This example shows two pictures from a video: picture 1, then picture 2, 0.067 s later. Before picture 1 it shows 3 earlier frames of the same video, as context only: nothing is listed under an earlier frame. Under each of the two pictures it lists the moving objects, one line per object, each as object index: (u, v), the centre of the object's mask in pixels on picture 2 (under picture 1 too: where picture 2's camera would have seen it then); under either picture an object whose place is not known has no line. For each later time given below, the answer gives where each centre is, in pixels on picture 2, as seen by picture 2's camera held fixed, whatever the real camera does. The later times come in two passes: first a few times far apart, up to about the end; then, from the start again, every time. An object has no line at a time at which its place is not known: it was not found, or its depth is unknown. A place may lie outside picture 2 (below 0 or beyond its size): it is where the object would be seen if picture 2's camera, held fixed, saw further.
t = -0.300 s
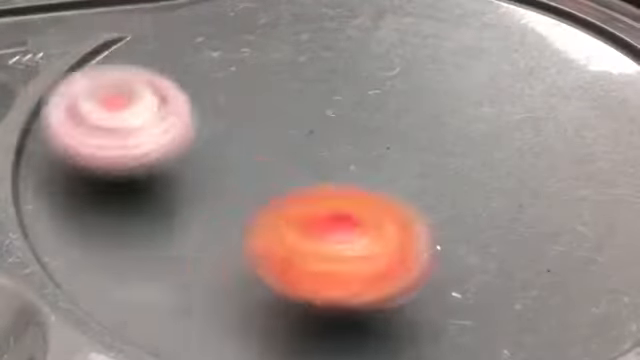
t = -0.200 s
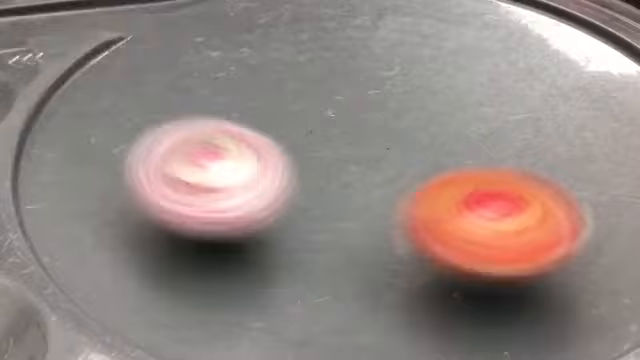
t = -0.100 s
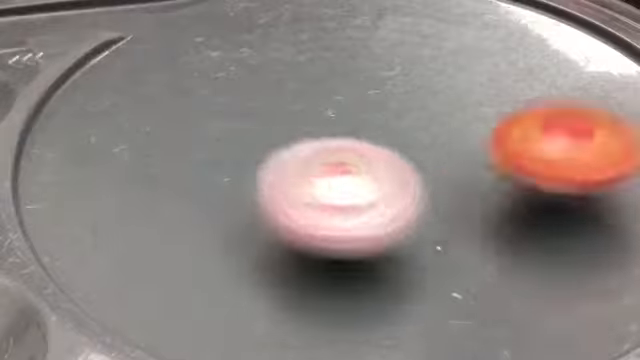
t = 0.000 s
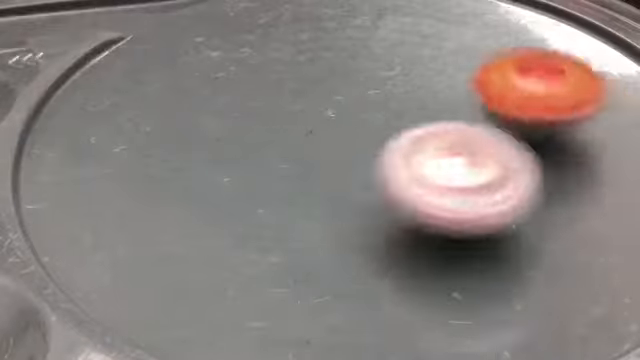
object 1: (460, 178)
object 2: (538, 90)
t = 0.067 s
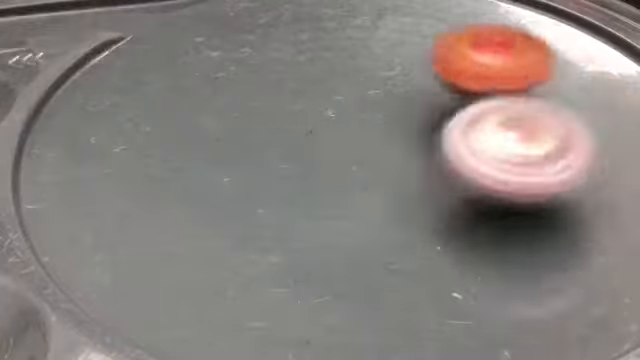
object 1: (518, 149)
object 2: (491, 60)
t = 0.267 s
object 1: (565, 48)
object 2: (307, 41)
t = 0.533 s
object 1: (407, 12)
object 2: (161, 150)
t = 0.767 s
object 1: (271, 62)
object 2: (422, 215)
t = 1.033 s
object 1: (308, 203)
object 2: (494, 77)
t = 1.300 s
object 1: (554, 224)
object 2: (305, 29)
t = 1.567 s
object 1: (545, 111)
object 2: (201, 142)
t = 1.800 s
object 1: (366, 78)
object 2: (436, 204)
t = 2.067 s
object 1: (181, 111)
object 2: (532, 86)
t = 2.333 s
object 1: (180, 216)
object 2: (342, 37)
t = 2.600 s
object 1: (394, 187)
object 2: (195, 126)
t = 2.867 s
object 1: (409, 80)
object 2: (389, 230)
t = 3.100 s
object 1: (321, 27)
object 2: (519, 131)
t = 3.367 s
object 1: (213, 55)
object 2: (383, 43)
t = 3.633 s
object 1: (201, 200)
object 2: (275, 33)
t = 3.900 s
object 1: (455, 261)
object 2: (287, 70)
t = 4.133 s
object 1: (566, 173)
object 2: (417, 116)
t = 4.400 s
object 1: (592, 113)
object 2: (401, 63)
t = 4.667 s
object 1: (455, 86)
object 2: (312, 52)
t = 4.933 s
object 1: (335, 133)
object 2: (148, 79)
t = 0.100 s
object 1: (537, 133)
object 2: (461, 55)
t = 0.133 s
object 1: (554, 116)
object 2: (430, 48)
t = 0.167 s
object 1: (565, 98)
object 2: (398, 42)
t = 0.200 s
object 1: (571, 80)
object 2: (369, 41)
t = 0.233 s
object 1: (571, 63)
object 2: (337, 40)
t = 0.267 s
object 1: (565, 48)
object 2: (307, 41)
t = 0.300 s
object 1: (555, 35)
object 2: (280, 45)
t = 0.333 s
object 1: (542, 27)
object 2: (253, 52)
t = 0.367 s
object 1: (525, 22)
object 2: (227, 61)
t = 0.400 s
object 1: (506, 18)
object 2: (202, 72)
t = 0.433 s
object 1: (483, 15)
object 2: (182, 88)
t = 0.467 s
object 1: (460, 13)
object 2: (167, 107)
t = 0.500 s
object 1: (432, 12)
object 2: (159, 127)
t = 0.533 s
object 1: (407, 12)
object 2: (161, 150)
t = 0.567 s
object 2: (175, 173)
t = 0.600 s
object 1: (358, 17)
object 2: (200, 196)
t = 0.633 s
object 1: (336, 21)
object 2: (236, 213)
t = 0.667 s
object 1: (316, 27)
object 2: (283, 226)
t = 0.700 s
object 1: (298, 35)
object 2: (335, 228)
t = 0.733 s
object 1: (283, 48)
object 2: (385, 224)
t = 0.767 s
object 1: (271, 62)
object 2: (422, 215)
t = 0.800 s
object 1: (262, 80)
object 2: (460, 200)
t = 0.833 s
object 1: (257, 97)
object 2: (486, 182)
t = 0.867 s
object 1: (256, 114)
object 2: (502, 163)
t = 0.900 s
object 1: (258, 131)
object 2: (512, 145)
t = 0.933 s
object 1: (264, 150)
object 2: (517, 126)
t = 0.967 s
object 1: (275, 168)
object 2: (514, 108)
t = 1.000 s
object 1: (289, 186)
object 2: (504, 90)
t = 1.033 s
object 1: (308, 203)
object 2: (494, 77)
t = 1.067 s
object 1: (332, 218)
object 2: (477, 61)
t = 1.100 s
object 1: (361, 230)
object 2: (458, 50)
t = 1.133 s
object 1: (394, 240)
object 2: (437, 41)
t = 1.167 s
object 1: (429, 244)
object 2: (412, 33)
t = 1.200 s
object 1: (464, 245)
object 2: (388, 30)
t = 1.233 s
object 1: (498, 241)
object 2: (360, 28)
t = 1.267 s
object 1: (529, 234)
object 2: (332, 28)
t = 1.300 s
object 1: (554, 224)
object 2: (305, 29)
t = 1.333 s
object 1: (568, 211)
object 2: (278, 32)
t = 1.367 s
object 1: (578, 196)
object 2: (253, 38)
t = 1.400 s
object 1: (583, 181)
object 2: (230, 46)
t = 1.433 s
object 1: (584, 165)
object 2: (211, 61)
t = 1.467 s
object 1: (582, 149)
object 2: (198, 78)
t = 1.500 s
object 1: (577, 136)
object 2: (189, 97)
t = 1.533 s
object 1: (565, 122)
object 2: (189, 120)
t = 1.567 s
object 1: (545, 111)
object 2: (201, 142)
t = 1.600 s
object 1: (523, 101)
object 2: (220, 162)
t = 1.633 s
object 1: (498, 93)
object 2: (247, 182)
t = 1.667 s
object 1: (472, 87)
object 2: (281, 196)
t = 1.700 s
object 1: (445, 82)
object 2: (318, 204)
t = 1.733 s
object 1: (418, 79)
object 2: (358, 210)
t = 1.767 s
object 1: (391, 78)
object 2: (402, 208)
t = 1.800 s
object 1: (366, 78)
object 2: (436, 204)
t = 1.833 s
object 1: (341, 79)
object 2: (470, 196)
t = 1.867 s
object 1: (316, 80)
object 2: (498, 181)
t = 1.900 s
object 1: (292, 82)
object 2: (518, 168)
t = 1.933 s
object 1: (268, 86)
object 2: (534, 153)
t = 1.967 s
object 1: (244, 90)
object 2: (542, 135)
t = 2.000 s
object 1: (222, 95)
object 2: (546, 118)
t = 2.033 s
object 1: (201, 102)
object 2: (541, 101)
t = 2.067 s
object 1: (181, 111)
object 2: (532, 86)
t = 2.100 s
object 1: (164, 120)
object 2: (517, 70)
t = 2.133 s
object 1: (151, 133)
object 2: (497, 59)
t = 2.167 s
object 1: (142, 146)
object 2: (476, 48)
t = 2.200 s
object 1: (136, 160)
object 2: (450, 40)
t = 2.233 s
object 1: (138, 175)
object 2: (425, 37)
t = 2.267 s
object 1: (146, 190)
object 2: (396, 35)
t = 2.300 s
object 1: (159, 204)
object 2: (371, 35)
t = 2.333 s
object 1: (180, 216)
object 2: (342, 37)
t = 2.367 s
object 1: (207, 225)
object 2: (315, 41)
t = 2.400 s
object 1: (237, 230)
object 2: (290, 47)
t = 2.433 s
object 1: (268, 231)
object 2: (266, 57)
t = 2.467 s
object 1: (299, 229)
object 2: (244, 65)
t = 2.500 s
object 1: (329, 222)
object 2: (226, 78)
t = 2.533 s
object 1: (355, 213)
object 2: (211, 92)
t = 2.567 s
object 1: (377, 201)
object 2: (199, 109)
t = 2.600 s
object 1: (394, 187)
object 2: (195, 126)
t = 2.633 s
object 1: (406, 173)
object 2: (193, 146)
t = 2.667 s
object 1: (414, 159)
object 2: (202, 166)
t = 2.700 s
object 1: (419, 145)
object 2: (218, 185)
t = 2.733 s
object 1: (422, 130)
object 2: (242, 202)
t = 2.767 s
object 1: (422, 117)
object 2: (272, 216)
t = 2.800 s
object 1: (419, 104)
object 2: (310, 226)
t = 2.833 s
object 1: (414, 91)
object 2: (349, 230)
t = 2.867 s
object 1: (409, 80)
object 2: (389, 230)
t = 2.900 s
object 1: (401, 68)
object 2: (426, 223)
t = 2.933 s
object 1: (391, 57)
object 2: (459, 214)
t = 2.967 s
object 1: (379, 48)
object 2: (485, 199)
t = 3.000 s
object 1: (366, 39)
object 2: (503, 181)
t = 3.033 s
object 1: (351, 33)
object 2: (515, 165)
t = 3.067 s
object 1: (336, 30)
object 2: (522, 146)
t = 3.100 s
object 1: (321, 27)
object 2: (519, 131)
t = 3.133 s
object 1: (304, 26)
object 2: (514, 114)
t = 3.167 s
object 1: (288, 26)
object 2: (502, 99)
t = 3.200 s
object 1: (271, 27)
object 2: (488, 84)
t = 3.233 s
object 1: (255, 29)
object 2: (472, 73)
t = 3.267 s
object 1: (241, 32)
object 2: (451, 61)
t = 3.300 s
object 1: (229, 37)
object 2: (431, 54)
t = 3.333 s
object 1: (219, 45)
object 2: (406, 47)
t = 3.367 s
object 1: (213, 55)
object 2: (383, 43)
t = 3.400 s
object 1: (210, 66)
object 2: (359, 40)
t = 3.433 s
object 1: (212, 80)
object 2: (333, 39)
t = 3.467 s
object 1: (219, 93)
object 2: (308, 39)
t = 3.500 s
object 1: (215, 110)
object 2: (292, 35)
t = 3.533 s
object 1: (196, 135)
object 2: (291, 34)
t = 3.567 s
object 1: (185, 158)
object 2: (286, 33)
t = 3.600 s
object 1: (188, 180)
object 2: (280, 33)
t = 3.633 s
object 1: (201, 200)
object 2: (275, 33)
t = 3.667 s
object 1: (223, 218)
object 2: (271, 35)
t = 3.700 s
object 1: (250, 233)
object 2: (268, 36)
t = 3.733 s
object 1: (282, 247)
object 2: (267, 39)
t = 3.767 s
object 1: (316, 258)
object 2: (267, 44)
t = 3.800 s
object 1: (352, 264)
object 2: (269, 49)
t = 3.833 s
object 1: (388, 266)
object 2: (272, 56)
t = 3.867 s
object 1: (422, 266)
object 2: (279, 62)
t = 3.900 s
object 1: (455, 261)
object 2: (287, 70)
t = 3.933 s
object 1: (485, 255)
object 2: (297, 78)
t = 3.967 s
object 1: (510, 245)
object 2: (313, 86)
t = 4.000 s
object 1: (531, 233)
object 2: (329, 93)
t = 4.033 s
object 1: (548, 220)
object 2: (349, 100)
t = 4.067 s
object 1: (559, 205)
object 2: (370, 105)
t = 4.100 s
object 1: (565, 189)
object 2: (391, 111)
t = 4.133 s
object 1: (566, 173)
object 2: (417, 116)
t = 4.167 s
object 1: (569, 161)
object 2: (435, 116)
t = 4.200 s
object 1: (585, 159)
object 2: (432, 103)
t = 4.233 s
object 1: (596, 156)
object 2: (429, 95)
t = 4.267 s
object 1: (601, 149)
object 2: (426, 88)
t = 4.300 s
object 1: (601, 141)
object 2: (421, 81)
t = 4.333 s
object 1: (600, 132)
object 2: (415, 73)
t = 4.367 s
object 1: (597, 125)
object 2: (409, 67)
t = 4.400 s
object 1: (592, 113)
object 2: (401, 63)
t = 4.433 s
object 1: (585, 105)
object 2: (392, 60)
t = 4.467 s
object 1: (573, 97)
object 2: (384, 57)
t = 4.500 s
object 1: (552, 91)
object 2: (375, 55)
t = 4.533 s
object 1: (529, 86)
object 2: (366, 55)
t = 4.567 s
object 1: (506, 83)
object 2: (357, 55)
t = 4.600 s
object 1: (482, 80)
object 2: (347, 56)
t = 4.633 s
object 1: (460, 80)
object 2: (338, 57)
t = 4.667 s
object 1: (455, 86)
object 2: (312, 52)
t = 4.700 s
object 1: (445, 94)
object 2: (285, 48)
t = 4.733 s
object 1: (433, 99)
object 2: (260, 48)
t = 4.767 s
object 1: (416, 104)
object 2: (237, 48)
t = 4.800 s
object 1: (398, 109)
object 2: (214, 51)
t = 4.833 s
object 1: (382, 114)
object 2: (193, 56)
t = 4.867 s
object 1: (367, 120)
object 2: (175, 61)
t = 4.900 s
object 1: (350, 126)
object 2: (160, 69)
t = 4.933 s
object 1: (335, 133)
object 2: (148, 79)
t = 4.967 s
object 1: (320, 139)
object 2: (140, 91)
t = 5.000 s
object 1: (306, 146)
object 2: (136, 105)
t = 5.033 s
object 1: (291, 152)
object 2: (142, 121)
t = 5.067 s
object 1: (338, 159)
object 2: (111, 115)
